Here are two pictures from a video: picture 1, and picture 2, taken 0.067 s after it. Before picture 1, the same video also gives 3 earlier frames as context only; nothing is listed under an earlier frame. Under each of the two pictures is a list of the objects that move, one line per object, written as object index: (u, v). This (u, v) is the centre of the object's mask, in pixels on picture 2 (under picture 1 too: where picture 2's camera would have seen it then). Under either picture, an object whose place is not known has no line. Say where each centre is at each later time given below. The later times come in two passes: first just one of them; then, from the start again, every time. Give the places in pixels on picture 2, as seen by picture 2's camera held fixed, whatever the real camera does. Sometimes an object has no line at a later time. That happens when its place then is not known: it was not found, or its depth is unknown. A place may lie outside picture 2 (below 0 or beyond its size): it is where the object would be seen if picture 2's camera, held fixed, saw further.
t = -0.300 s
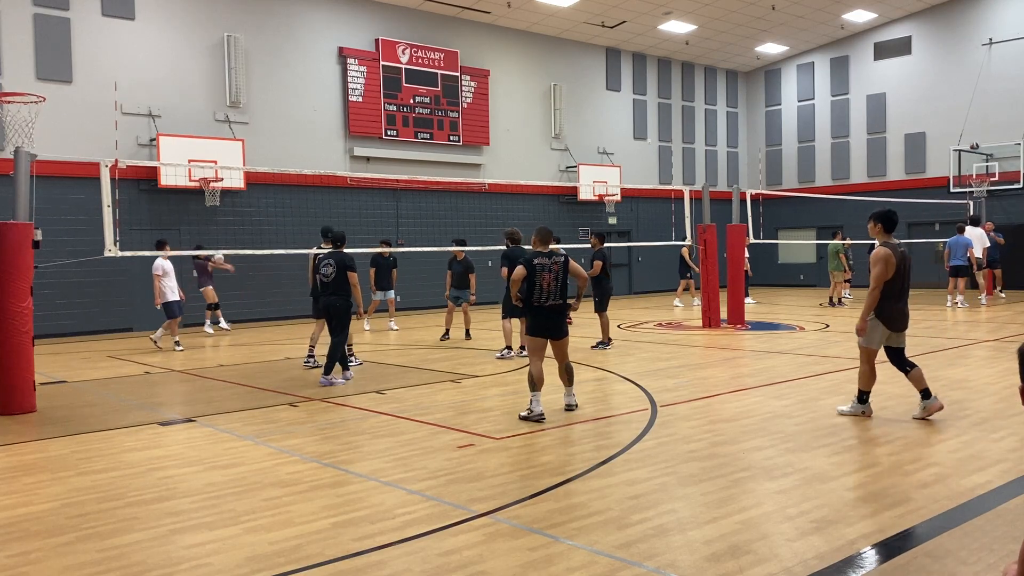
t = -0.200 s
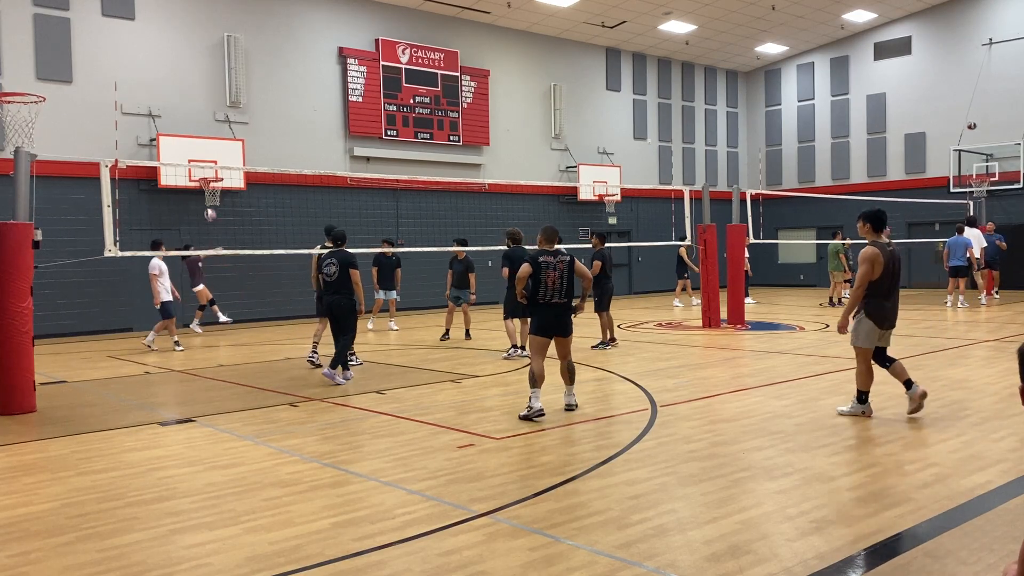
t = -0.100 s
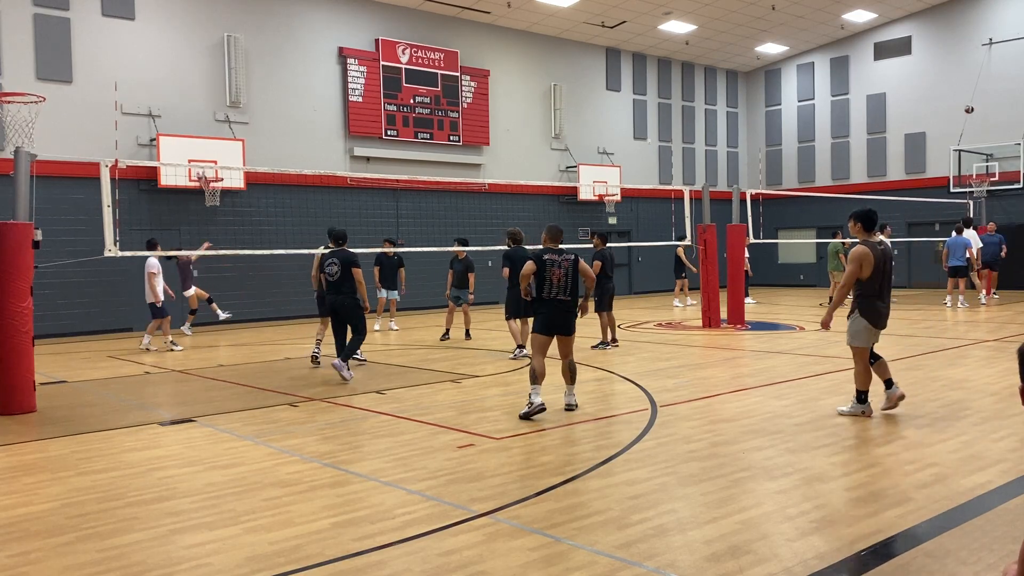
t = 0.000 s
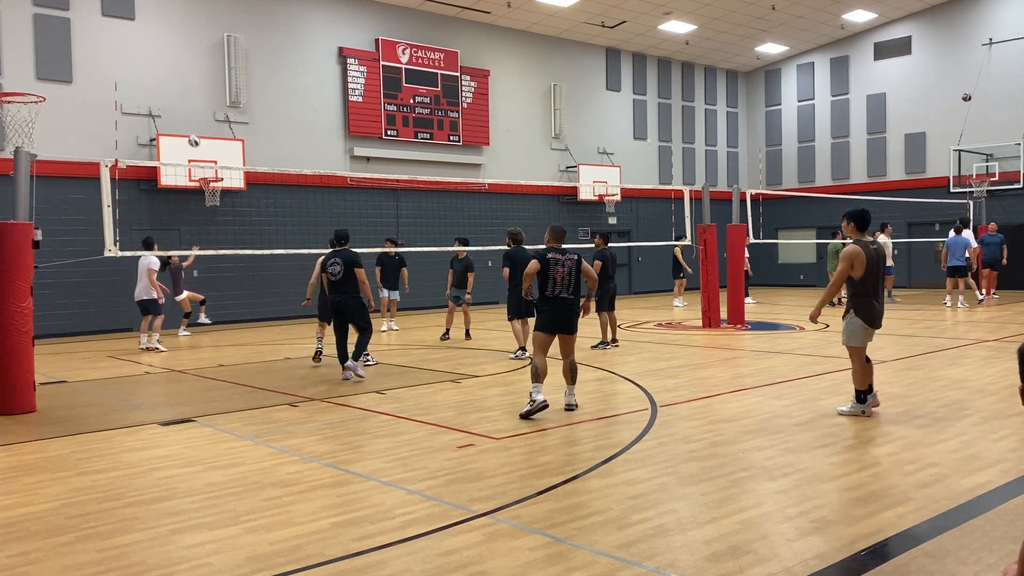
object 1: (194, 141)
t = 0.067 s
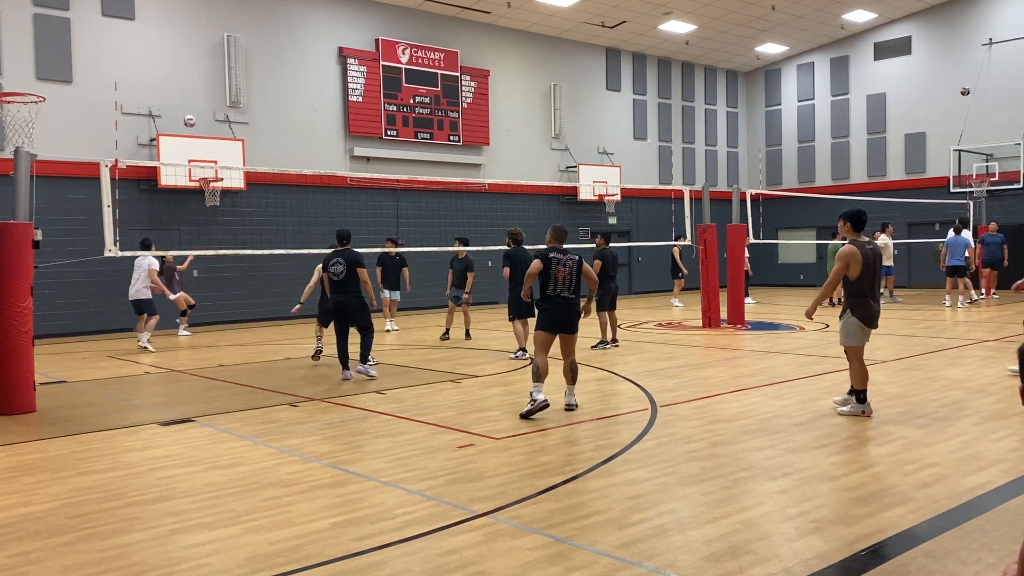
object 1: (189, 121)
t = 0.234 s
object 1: (176, 81)
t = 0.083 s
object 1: (188, 116)
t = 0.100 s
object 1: (186, 112)
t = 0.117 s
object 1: (185, 108)
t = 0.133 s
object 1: (184, 104)
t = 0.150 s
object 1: (183, 99)
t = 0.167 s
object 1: (182, 95)
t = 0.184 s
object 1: (181, 92)
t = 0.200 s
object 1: (179, 88)
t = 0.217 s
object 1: (178, 85)
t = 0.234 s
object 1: (176, 81)
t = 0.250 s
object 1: (175, 78)
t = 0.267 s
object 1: (174, 75)
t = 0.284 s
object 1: (173, 73)
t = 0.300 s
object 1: (171, 69)
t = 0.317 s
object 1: (170, 67)
